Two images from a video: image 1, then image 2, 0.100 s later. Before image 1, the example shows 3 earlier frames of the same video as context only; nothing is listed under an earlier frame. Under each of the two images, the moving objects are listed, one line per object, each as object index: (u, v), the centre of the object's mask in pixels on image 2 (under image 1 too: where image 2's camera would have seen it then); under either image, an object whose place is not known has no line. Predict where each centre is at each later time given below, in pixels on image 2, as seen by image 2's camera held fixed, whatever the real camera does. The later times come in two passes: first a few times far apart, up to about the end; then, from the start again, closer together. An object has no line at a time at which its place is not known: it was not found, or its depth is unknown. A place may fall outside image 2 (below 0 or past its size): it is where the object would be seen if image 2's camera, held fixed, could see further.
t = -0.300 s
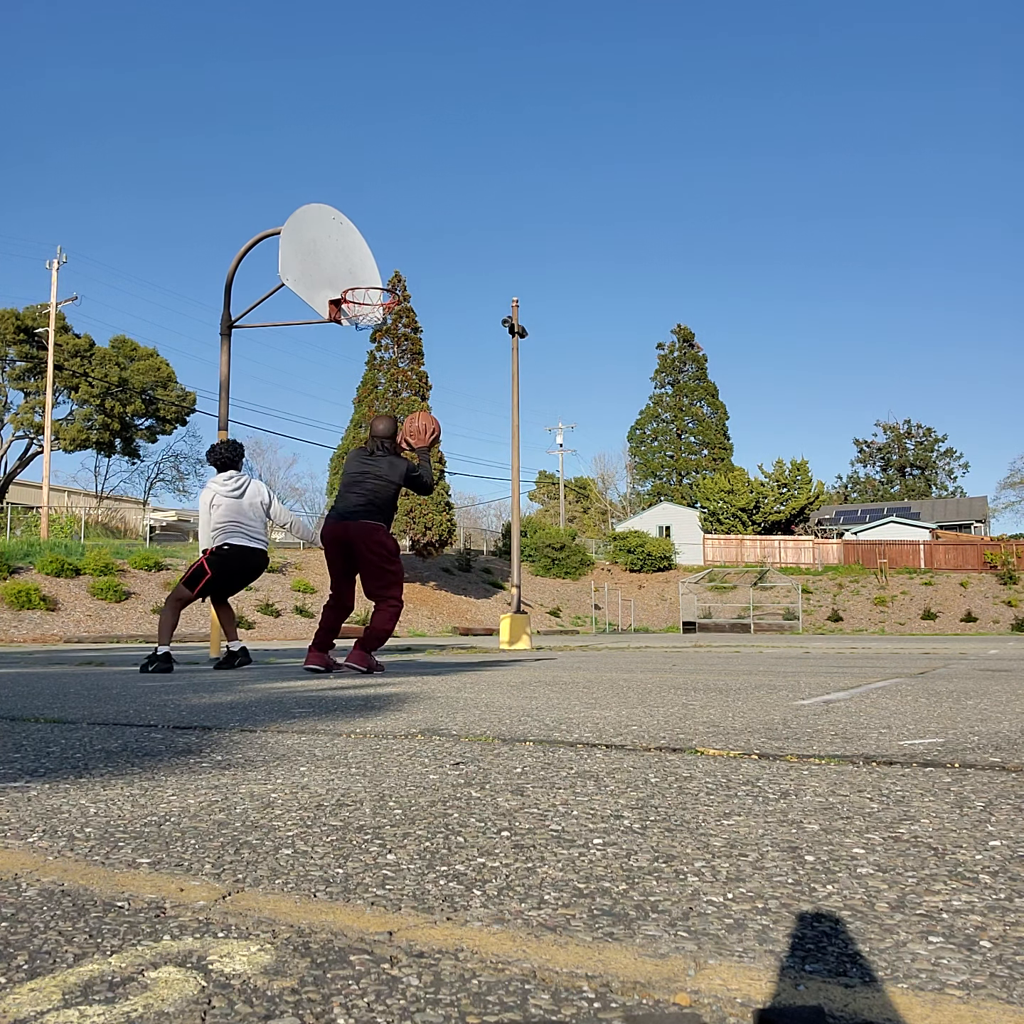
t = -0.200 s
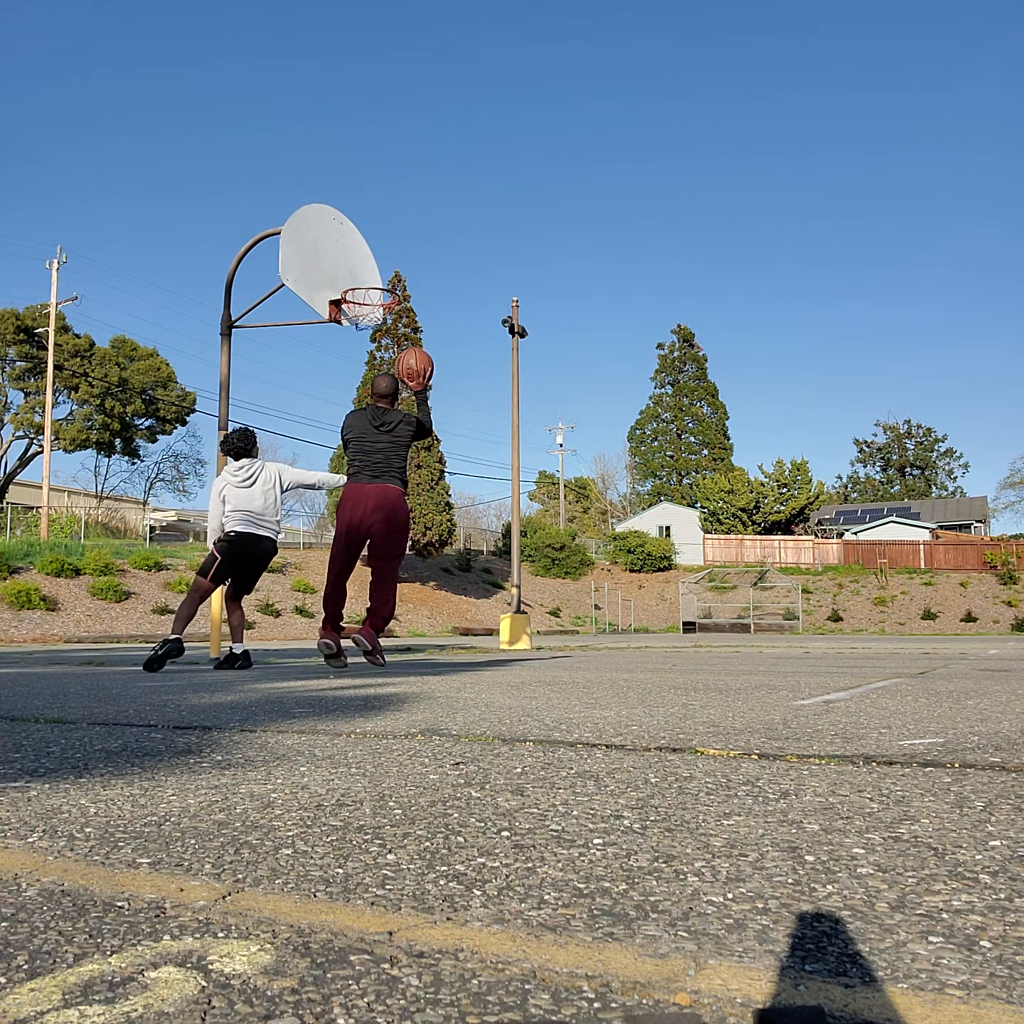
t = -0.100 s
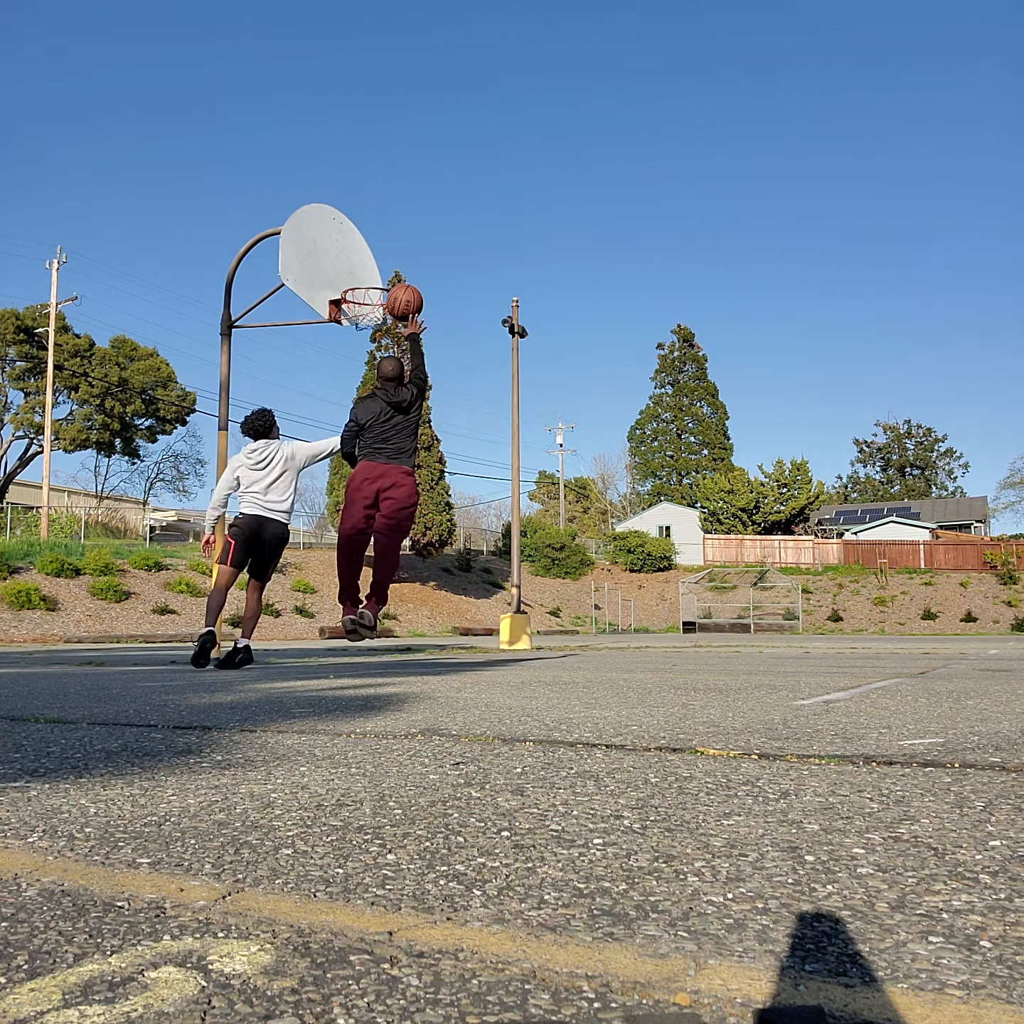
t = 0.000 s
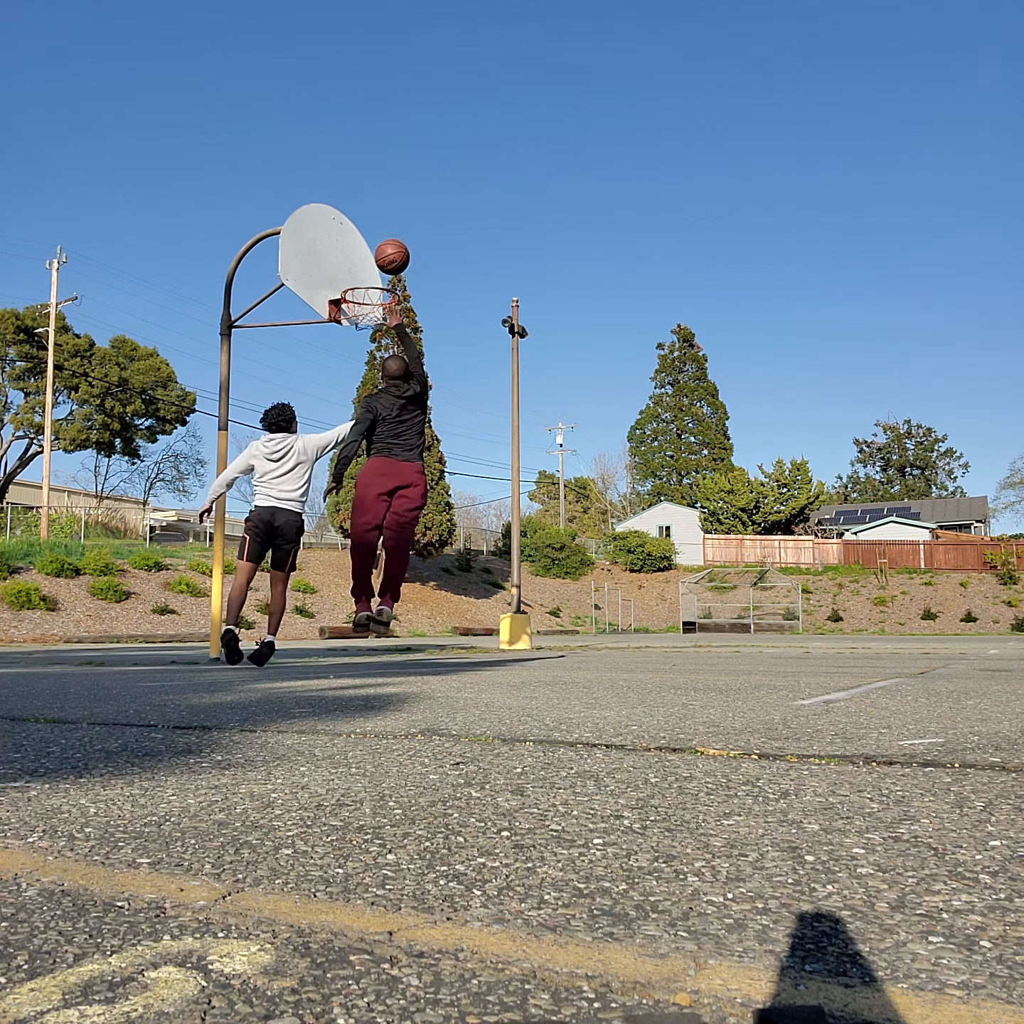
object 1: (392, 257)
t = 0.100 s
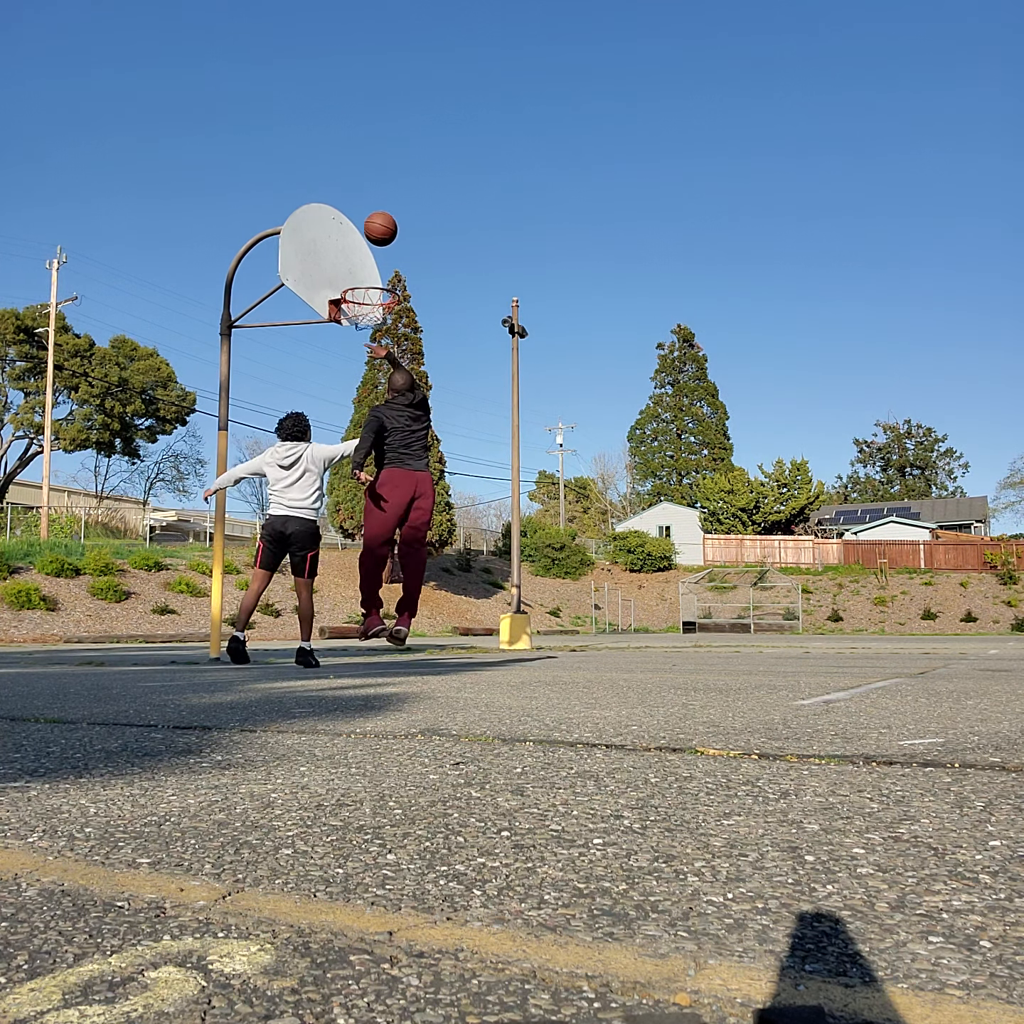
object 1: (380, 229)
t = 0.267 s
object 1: (363, 214)
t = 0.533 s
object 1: (338, 257)
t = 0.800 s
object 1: (380, 275)
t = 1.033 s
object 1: (352, 244)
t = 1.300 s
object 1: (316, 286)
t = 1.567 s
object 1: (277, 423)
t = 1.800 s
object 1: (238, 638)
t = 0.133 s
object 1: (377, 223)
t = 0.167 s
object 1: (373, 219)
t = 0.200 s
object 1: (370, 216)
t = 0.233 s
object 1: (366, 214)
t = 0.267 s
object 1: (363, 214)
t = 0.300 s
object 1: (360, 215)
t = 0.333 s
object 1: (356, 218)
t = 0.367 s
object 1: (353, 222)
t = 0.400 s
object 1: (350, 226)
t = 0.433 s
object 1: (347, 233)
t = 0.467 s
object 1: (344, 240)
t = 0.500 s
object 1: (341, 248)
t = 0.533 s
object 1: (338, 257)
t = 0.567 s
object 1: (348, 263)
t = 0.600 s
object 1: (358, 270)
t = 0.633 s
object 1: (367, 276)
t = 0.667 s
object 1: (377, 287)
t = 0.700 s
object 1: (382, 290)
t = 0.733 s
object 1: (382, 285)
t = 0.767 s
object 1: (383, 282)
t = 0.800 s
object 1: (380, 275)
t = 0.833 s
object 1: (376, 267)
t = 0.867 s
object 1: (372, 260)
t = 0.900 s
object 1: (368, 254)
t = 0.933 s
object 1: (364, 250)
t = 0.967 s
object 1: (360, 247)
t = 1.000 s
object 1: (356, 244)
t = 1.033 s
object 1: (352, 244)
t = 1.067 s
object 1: (347, 244)
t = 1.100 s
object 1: (343, 246)
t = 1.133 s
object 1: (339, 249)
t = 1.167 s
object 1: (334, 254)
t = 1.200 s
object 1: (330, 260)
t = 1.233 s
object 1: (326, 267)
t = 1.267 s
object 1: (321, 276)
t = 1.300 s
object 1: (316, 286)
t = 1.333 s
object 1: (312, 297)
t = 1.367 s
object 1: (307, 311)
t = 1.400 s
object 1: (302, 325)
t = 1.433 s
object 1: (298, 342)
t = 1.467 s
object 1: (293, 359)
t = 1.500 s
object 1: (288, 379)
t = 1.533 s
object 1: (282, 400)
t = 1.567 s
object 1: (277, 423)
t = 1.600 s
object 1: (272, 448)
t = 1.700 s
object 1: (255, 534)
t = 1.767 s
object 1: (243, 601)
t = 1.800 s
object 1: (238, 638)
